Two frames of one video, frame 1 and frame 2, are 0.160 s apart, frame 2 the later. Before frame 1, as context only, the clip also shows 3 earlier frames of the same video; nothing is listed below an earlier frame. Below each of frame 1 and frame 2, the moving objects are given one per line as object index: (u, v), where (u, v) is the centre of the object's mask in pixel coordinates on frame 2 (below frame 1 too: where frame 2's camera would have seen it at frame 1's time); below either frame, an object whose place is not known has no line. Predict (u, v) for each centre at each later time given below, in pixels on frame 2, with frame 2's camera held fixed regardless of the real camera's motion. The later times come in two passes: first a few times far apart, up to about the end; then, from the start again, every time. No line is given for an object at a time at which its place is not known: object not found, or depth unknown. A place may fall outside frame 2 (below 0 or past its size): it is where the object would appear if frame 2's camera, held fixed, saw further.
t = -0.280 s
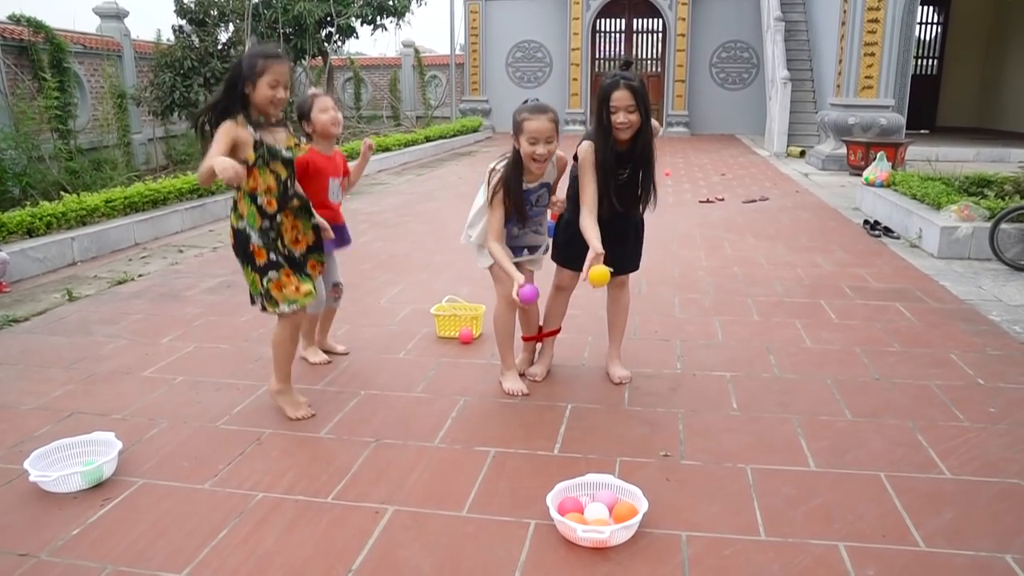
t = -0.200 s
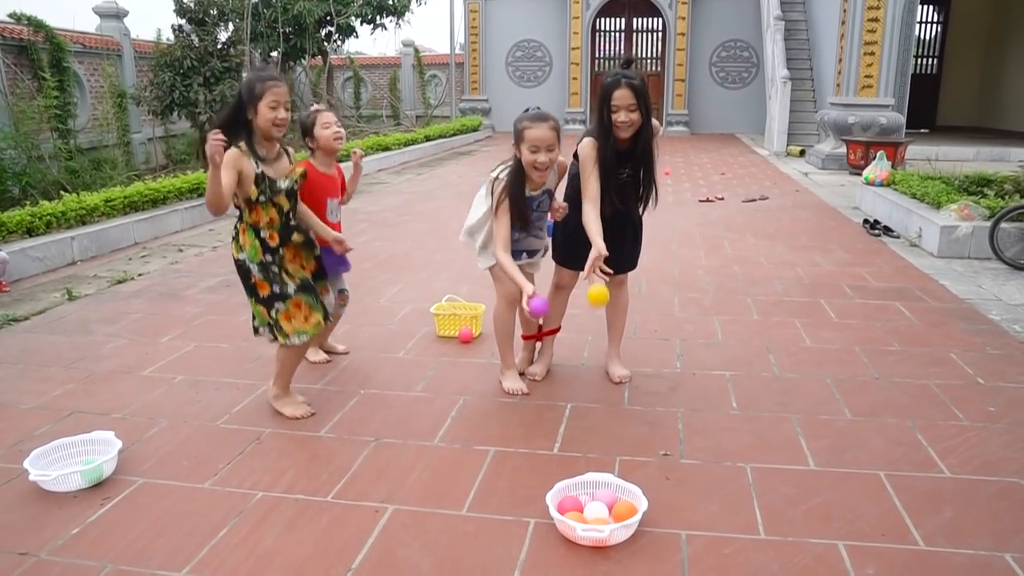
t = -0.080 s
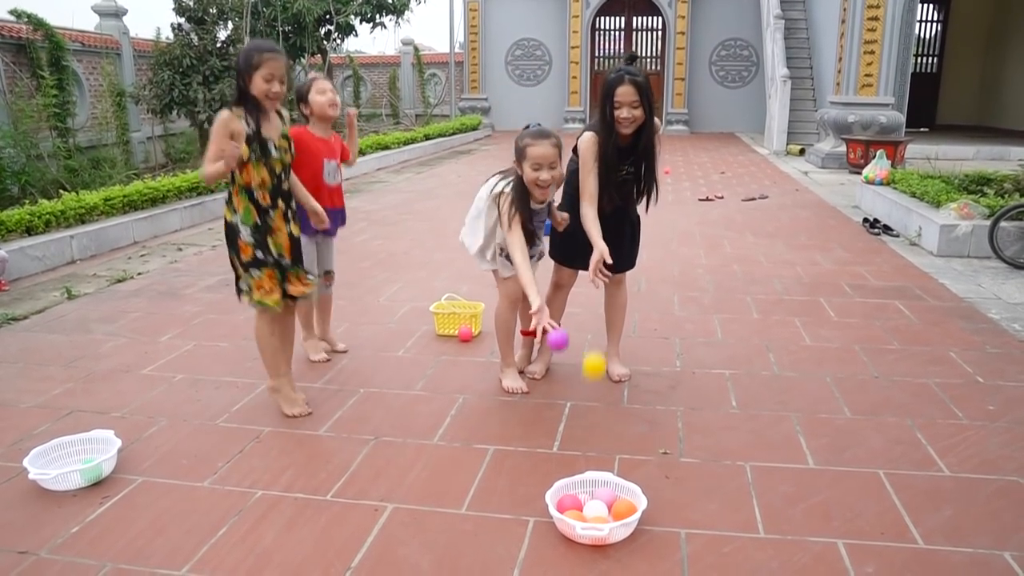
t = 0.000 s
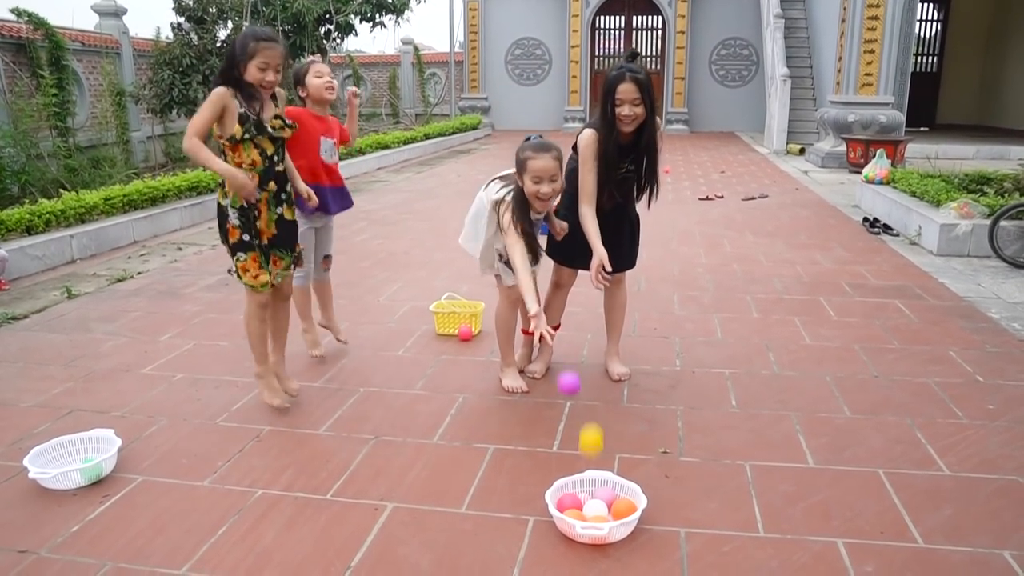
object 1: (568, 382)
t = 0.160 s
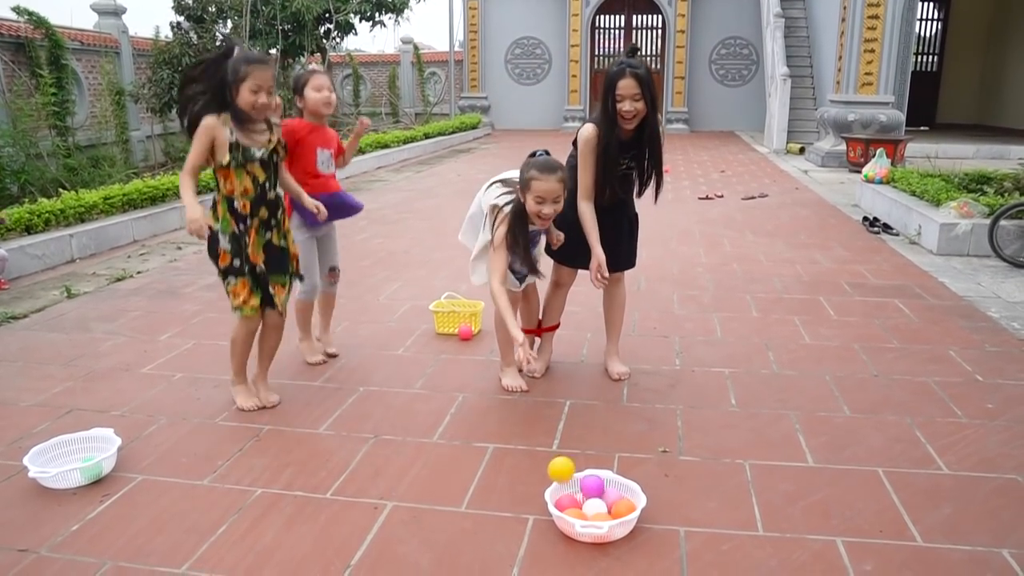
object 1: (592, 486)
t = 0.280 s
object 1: (591, 486)
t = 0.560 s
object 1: (583, 487)
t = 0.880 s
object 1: (592, 488)
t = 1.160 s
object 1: (594, 493)
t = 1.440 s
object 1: (594, 492)
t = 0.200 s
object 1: (592, 484)
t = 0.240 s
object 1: (592, 485)
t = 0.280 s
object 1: (591, 486)
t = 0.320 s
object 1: (590, 486)
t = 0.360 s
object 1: (589, 486)
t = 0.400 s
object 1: (587, 486)
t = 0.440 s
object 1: (584, 487)
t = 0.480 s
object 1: (583, 486)
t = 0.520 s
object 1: (582, 486)
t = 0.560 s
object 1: (583, 487)
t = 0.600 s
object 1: (586, 484)
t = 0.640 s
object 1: (589, 485)
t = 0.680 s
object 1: (592, 483)
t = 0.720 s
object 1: (593, 482)
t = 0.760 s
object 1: (592, 483)
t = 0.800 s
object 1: (592, 485)
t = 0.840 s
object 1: (592, 486)
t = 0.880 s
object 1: (592, 488)
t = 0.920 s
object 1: (593, 489)
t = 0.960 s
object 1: (593, 490)
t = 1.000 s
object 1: (594, 491)
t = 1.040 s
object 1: (594, 492)
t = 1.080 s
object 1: (594, 492)
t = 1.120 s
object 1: (594, 492)
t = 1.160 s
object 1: (594, 493)
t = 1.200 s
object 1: (594, 493)
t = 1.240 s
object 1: (594, 492)
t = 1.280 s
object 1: (594, 493)
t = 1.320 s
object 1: (594, 492)
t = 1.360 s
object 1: (594, 493)
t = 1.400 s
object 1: (594, 492)
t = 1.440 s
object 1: (594, 492)
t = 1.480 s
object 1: (594, 492)
